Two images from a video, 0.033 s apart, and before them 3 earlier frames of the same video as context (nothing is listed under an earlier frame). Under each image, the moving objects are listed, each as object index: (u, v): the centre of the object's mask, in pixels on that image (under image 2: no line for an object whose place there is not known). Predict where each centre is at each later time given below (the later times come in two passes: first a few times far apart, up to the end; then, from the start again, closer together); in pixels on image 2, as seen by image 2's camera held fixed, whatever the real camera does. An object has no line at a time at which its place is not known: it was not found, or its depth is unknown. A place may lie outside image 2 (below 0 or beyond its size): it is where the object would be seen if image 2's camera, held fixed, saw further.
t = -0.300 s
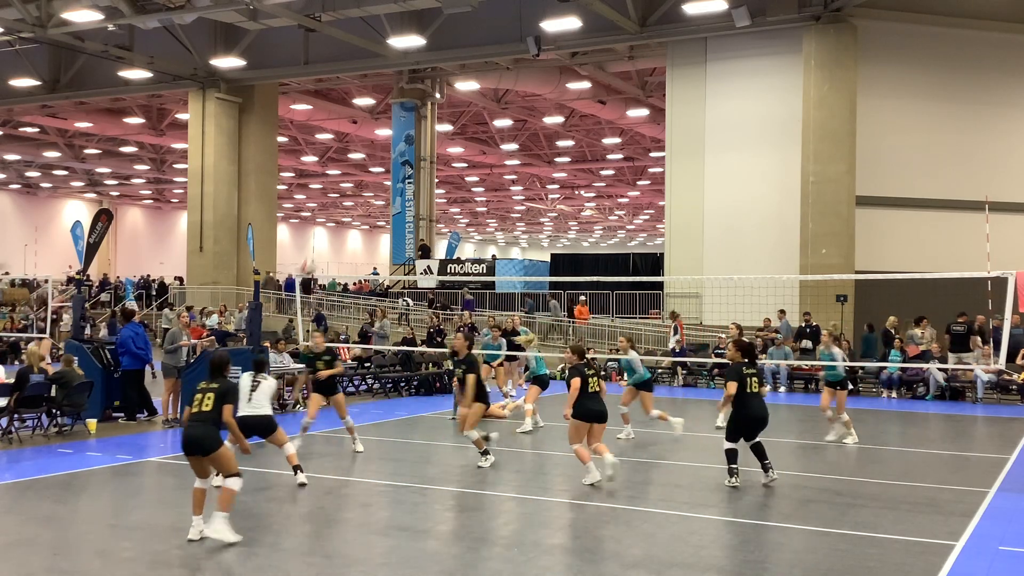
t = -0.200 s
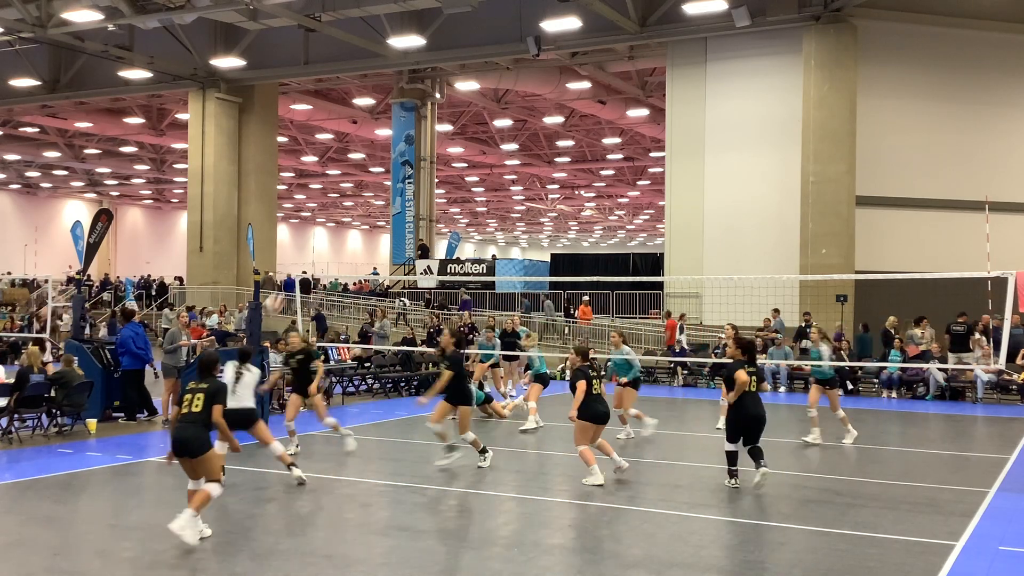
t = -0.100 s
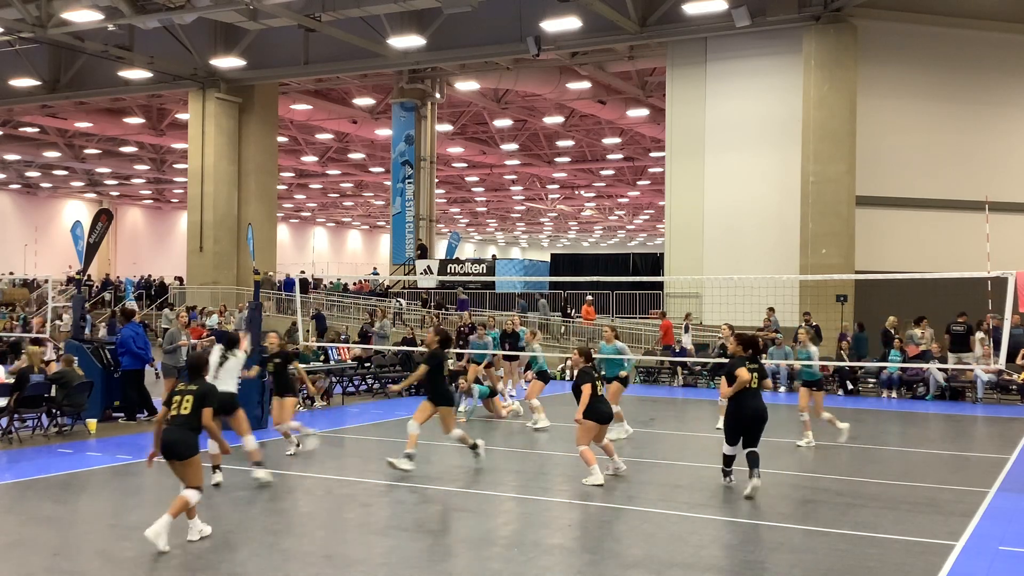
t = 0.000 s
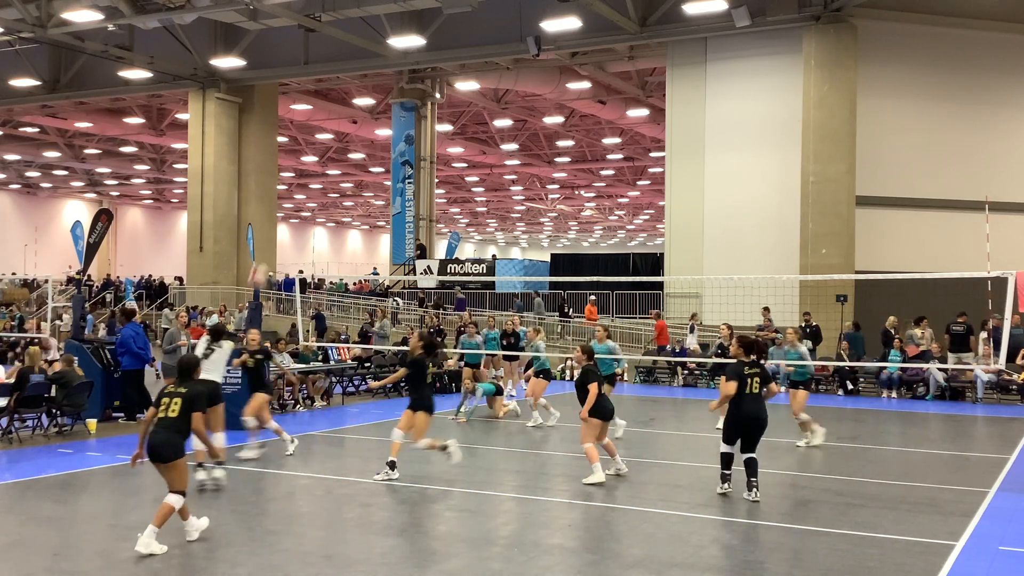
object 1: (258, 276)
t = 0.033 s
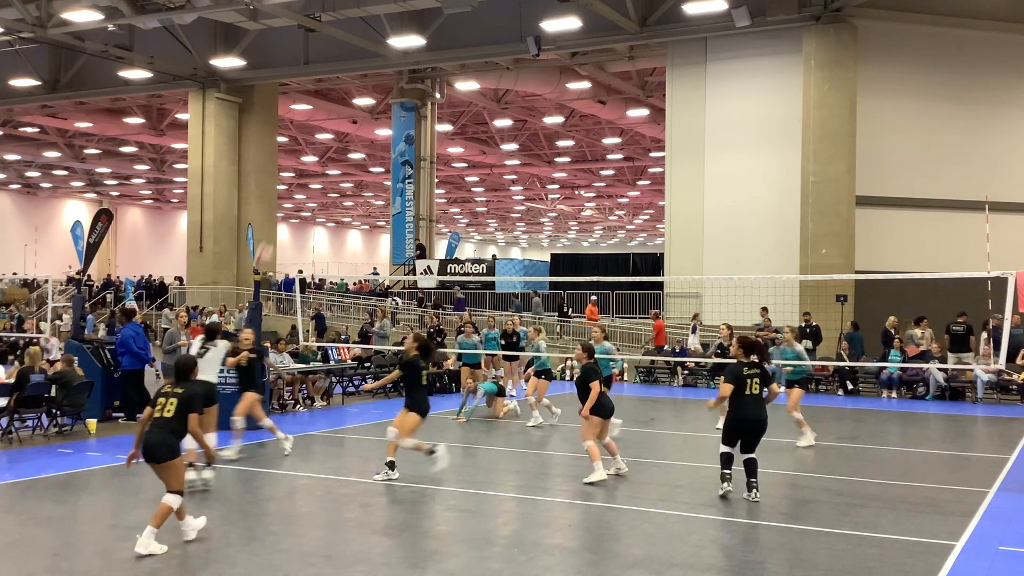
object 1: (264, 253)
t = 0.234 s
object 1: (297, 153)
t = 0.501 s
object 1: (339, 78)
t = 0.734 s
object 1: (374, 66)
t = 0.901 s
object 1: (399, 85)
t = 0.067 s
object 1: (269, 235)
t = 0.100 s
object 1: (275, 215)
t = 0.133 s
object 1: (280, 198)
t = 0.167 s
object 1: (286, 184)
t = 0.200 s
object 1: (292, 166)
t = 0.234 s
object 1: (297, 153)
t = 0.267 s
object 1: (302, 142)
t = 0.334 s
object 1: (313, 118)
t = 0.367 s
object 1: (319, 107)
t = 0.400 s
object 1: (324, 98)
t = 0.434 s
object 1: (329, 91)
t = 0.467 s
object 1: (334, 84)
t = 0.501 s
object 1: (339, 78)
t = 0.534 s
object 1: (344, 73)
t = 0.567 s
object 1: (350, 69)
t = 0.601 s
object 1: (355, 67)
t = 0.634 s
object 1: (360, 65)
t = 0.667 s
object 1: (365, 64)
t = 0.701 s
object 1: (369, 65)
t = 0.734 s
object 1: (374, 66)
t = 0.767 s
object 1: (380, 67)
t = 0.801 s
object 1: (384, 70)
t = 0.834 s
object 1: (390, 75)
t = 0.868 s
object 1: (394, 80)
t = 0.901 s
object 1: (399, 85)
